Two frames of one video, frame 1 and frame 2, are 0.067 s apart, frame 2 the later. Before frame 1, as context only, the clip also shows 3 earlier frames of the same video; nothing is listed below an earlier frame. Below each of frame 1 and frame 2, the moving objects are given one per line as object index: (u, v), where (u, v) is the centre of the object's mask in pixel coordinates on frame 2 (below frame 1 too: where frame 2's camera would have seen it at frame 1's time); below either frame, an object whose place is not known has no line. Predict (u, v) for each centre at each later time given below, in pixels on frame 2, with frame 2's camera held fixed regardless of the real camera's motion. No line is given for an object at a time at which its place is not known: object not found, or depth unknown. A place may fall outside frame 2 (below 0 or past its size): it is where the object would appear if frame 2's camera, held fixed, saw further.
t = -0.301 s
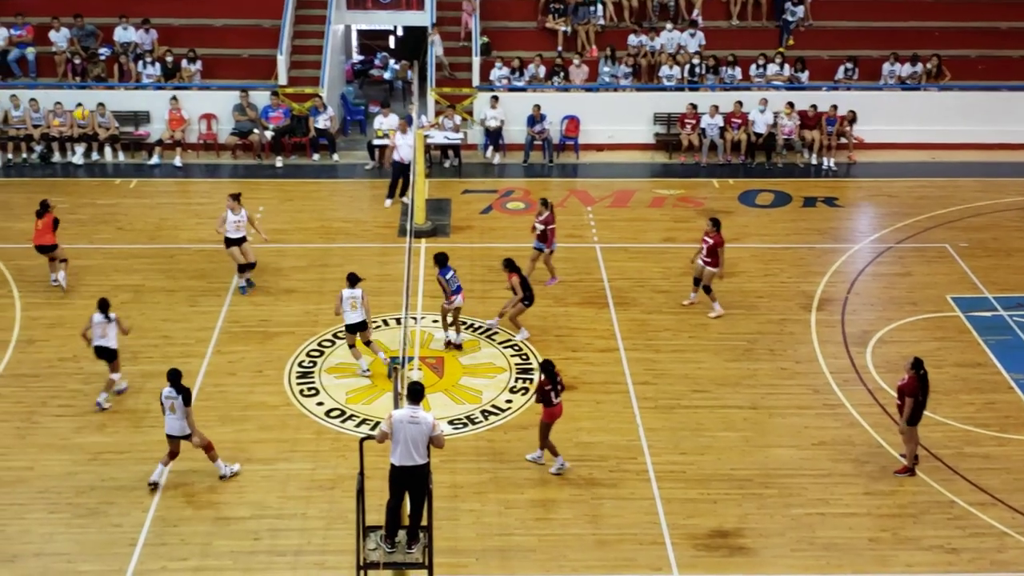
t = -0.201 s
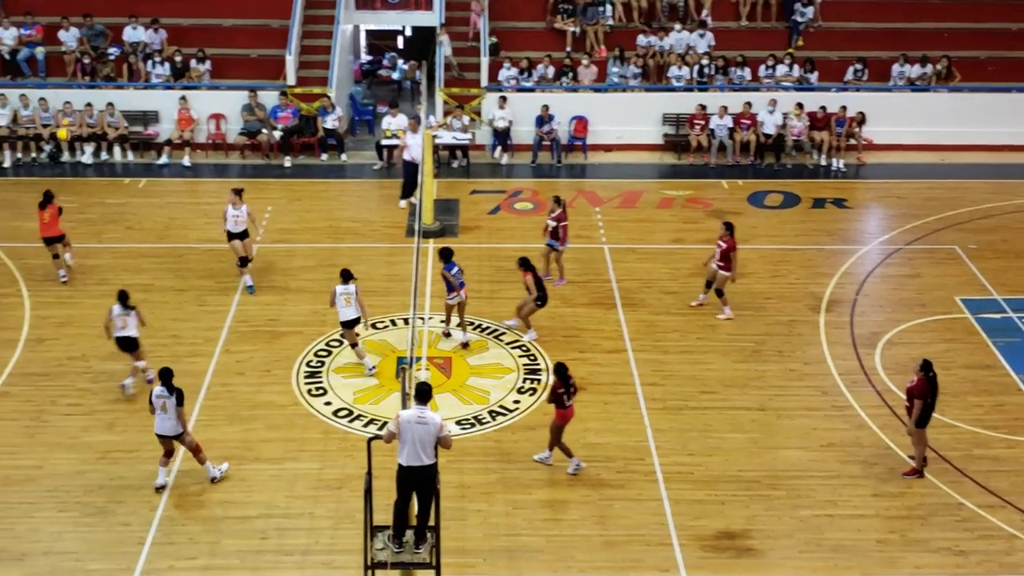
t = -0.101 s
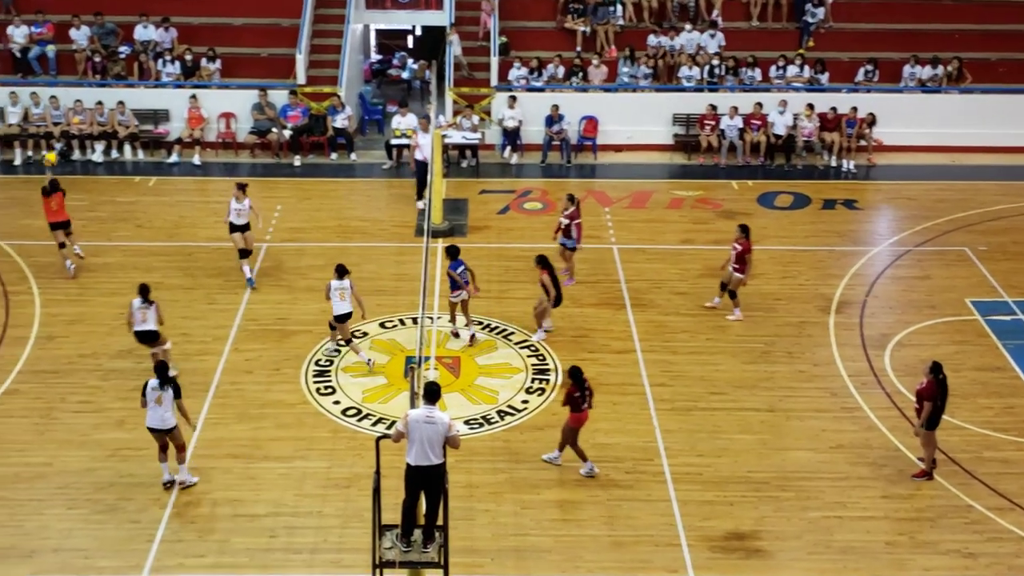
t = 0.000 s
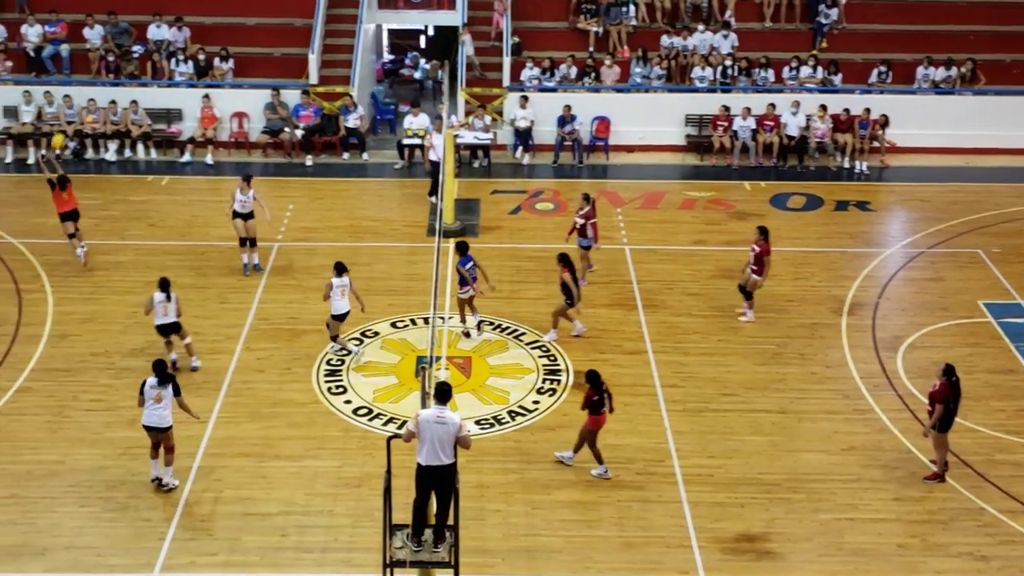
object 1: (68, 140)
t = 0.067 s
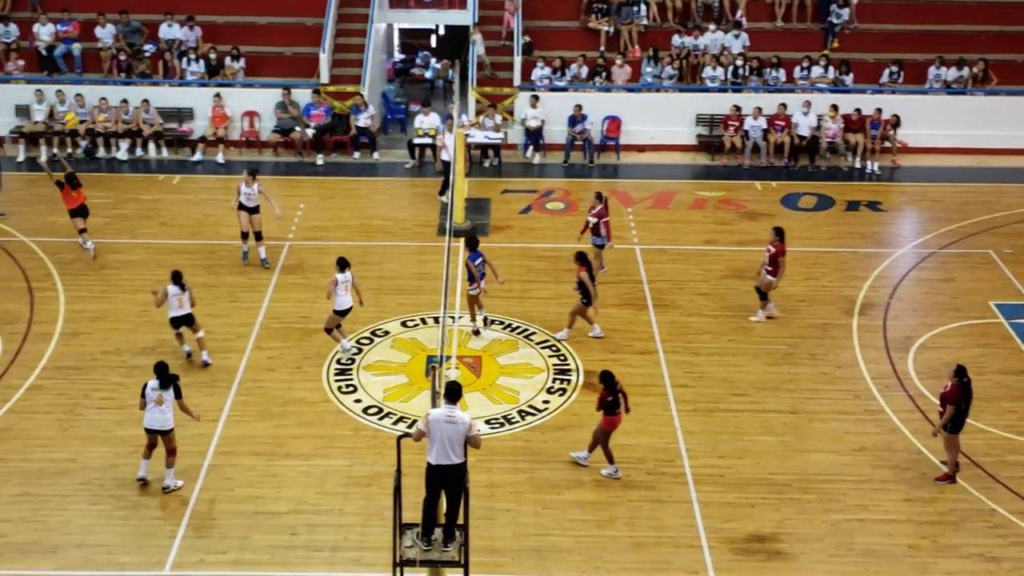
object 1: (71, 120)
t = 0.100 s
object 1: (74, 111)
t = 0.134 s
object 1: (77, 103)
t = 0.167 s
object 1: (77, 94)
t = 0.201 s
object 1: (79, 87)
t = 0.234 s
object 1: (82, 81)
